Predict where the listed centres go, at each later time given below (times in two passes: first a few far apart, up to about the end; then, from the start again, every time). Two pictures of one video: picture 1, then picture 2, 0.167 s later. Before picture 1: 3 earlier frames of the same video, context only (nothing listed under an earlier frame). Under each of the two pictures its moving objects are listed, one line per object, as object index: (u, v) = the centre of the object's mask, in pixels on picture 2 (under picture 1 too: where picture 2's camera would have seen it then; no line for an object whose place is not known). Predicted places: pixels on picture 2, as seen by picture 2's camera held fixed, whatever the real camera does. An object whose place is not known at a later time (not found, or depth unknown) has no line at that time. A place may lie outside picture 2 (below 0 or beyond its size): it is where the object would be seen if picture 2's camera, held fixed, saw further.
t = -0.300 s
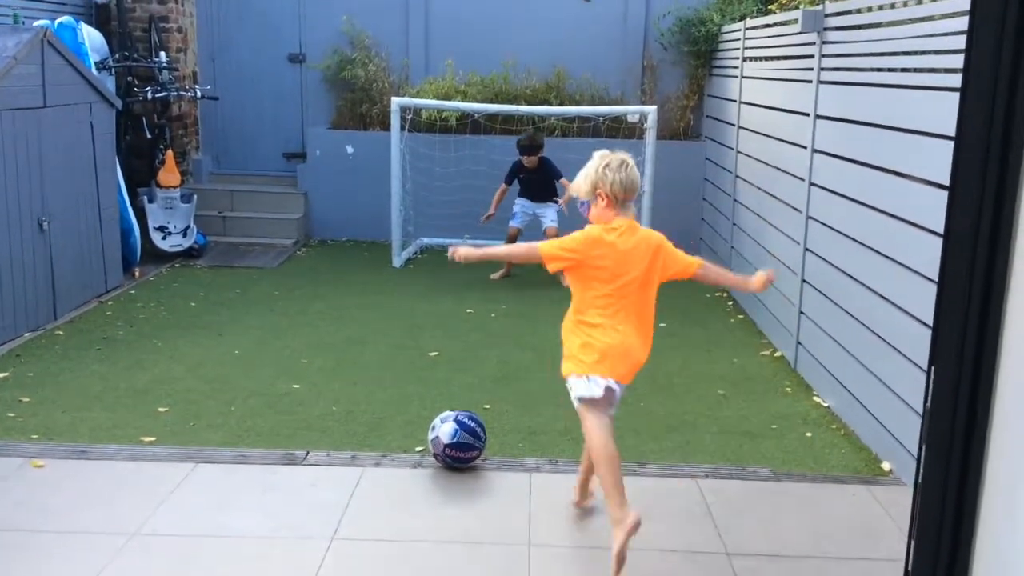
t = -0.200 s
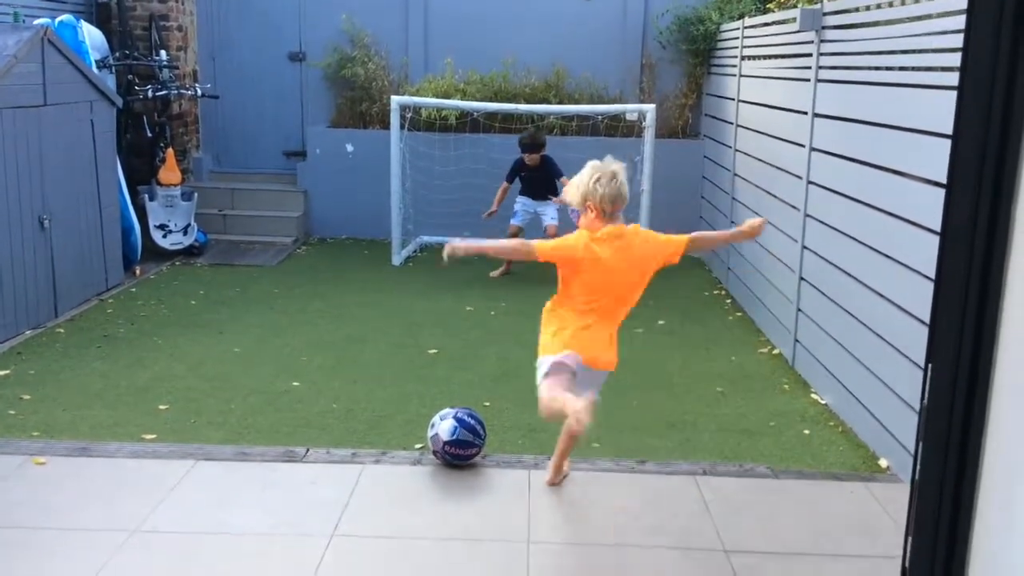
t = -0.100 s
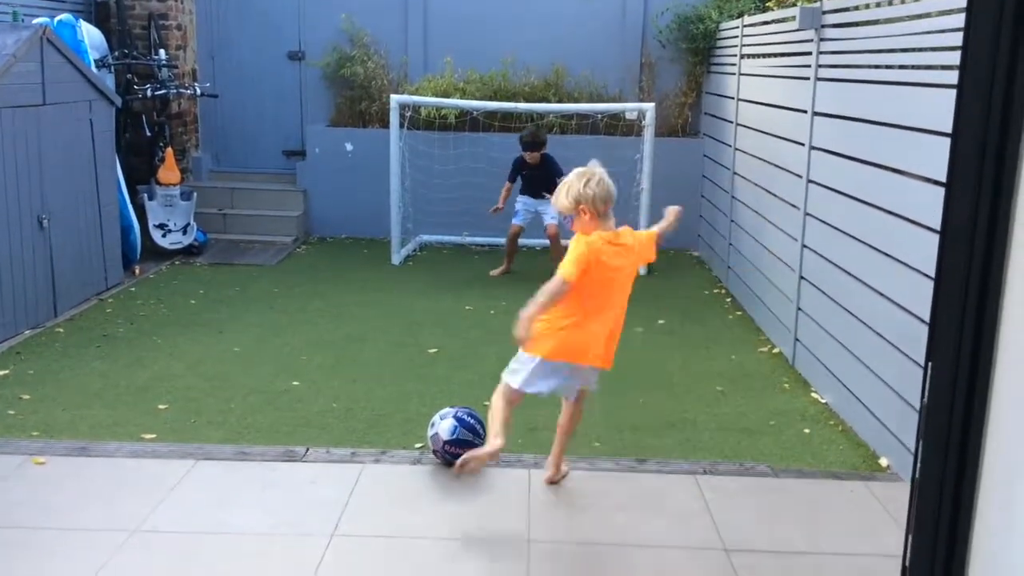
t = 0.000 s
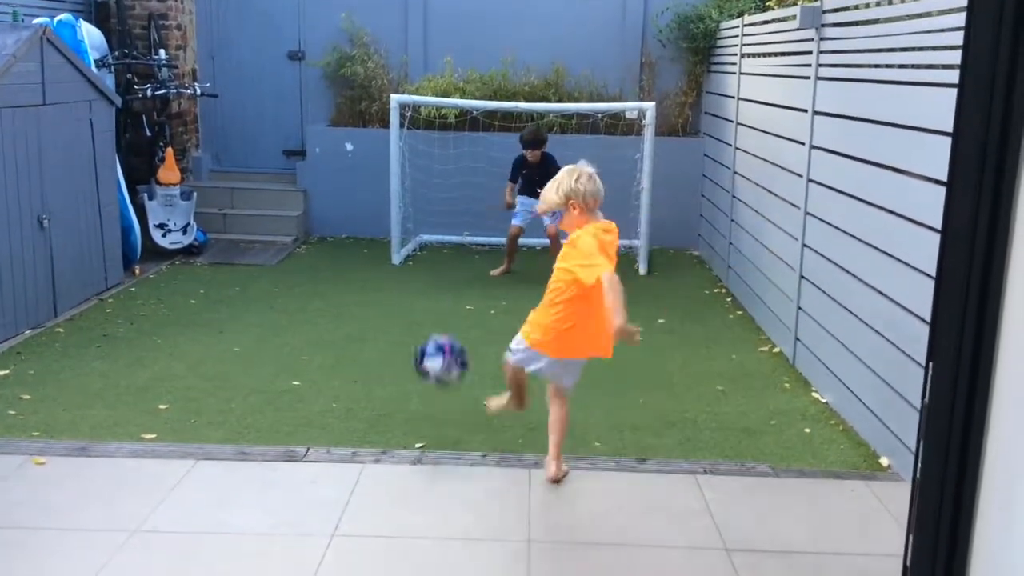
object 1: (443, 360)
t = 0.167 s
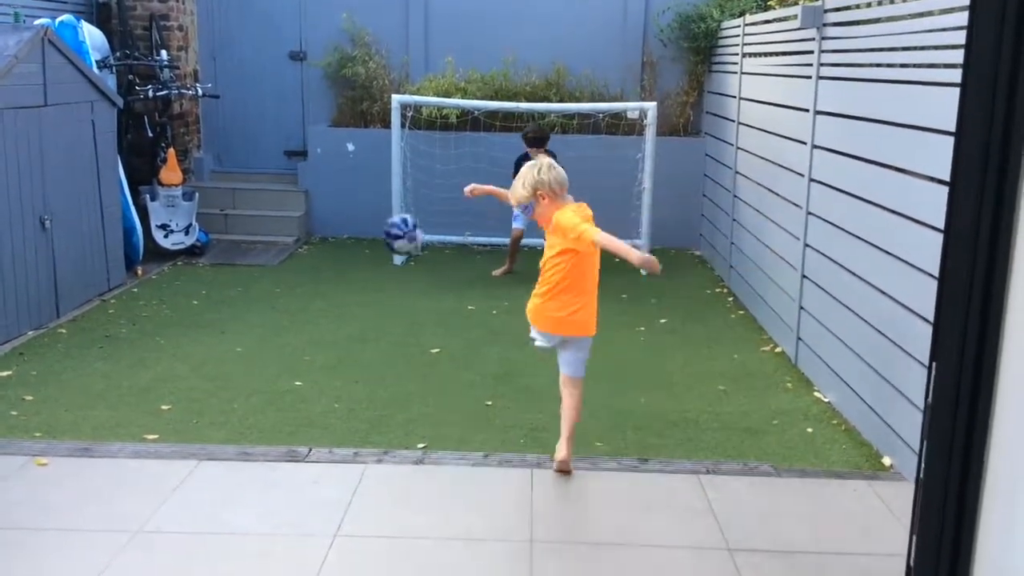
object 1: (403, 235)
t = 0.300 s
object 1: (382, 196)
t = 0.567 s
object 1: (348, 207)
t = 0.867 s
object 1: (306, 227)
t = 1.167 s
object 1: (258, 255)
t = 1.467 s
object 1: (201, 288)
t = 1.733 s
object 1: (132, 318)
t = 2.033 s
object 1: (34, 362)
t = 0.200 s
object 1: (396, 221)
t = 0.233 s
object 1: (392, 210)
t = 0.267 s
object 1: (388, 202)
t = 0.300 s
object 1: (382, 196)
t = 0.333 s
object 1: (375, 191)
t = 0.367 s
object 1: (371, 189)
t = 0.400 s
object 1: (367, 189)
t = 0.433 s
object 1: (361, 189)
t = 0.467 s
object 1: (358, 192)
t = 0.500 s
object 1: (355, 196)
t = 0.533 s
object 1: (352, 200)
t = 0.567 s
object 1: (348, 207)
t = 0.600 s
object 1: (344, 213)
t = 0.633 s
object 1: (341, 218)
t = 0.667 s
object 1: (337, 230)
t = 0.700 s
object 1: (332, 230)
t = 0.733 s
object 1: (327, 226)
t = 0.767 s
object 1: (323, 225)
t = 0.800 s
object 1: (318, 224)
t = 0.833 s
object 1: (312, 225)
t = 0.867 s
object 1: (306, 227)
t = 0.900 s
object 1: (301, 231)
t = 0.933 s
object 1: (296, 237)
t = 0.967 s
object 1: (290, 244)
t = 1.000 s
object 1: (285, 251)
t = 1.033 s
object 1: (279, 251)
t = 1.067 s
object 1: (274, 249)
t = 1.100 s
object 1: (269, 250)
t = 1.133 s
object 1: (263, 252)
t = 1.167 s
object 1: (258, 255)
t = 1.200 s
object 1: (253, 261)
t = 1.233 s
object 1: (247, 269)
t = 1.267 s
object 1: (241, 270)
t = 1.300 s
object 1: (234, 271)
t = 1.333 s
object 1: (228, 273)
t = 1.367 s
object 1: (222, 276)
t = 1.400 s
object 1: (215, 283)
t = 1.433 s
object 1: (208, 287)
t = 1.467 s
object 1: (201, 288)
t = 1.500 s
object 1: (193, 291)
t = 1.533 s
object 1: (185, 296)
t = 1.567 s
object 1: (177, 299)
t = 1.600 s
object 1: (168, 301)
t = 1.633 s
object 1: (159, 305)
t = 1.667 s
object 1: (151, 310)
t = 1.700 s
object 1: (141, 315)
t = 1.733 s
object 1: (132, 318)
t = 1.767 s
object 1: (123, 323)
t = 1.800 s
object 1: (112, 328)
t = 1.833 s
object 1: (102, 330)
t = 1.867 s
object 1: (91, 337)
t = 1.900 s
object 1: (81, 342)
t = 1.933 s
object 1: (70, 346)
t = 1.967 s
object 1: (58, 352)
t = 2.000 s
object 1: (45, 357)
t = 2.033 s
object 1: (34, 362)
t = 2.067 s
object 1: (21, 368)
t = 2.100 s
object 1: (8, 374)
